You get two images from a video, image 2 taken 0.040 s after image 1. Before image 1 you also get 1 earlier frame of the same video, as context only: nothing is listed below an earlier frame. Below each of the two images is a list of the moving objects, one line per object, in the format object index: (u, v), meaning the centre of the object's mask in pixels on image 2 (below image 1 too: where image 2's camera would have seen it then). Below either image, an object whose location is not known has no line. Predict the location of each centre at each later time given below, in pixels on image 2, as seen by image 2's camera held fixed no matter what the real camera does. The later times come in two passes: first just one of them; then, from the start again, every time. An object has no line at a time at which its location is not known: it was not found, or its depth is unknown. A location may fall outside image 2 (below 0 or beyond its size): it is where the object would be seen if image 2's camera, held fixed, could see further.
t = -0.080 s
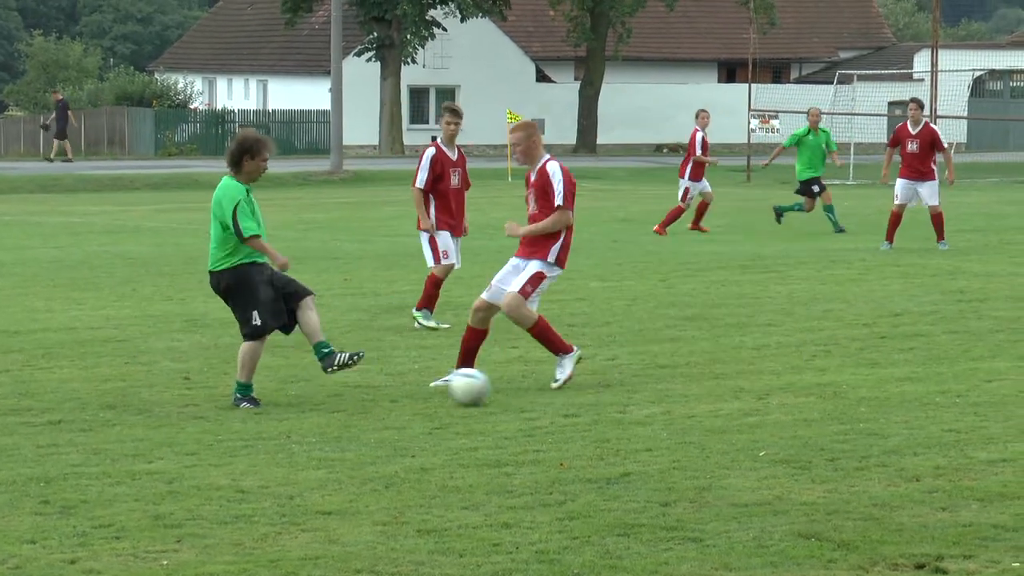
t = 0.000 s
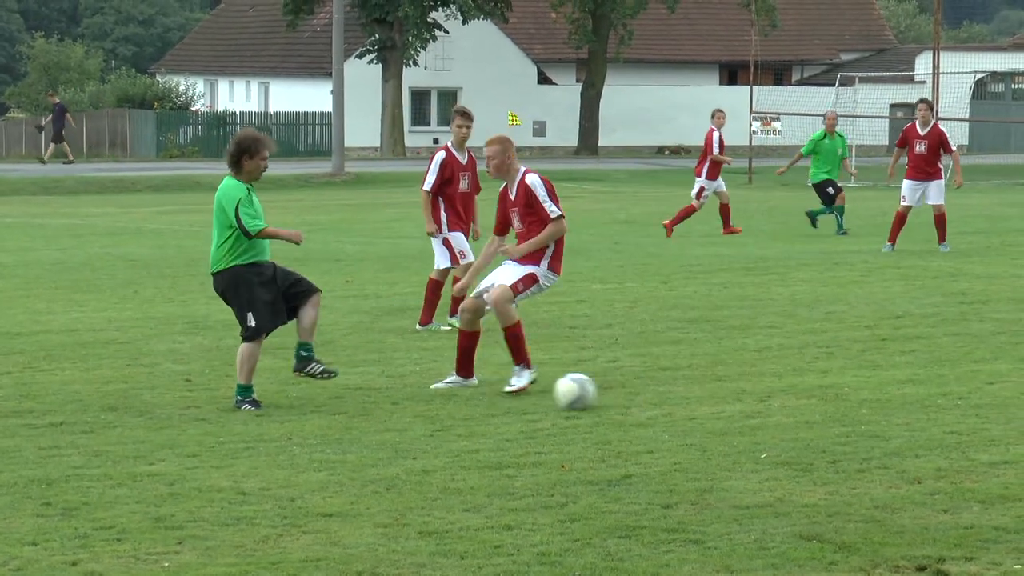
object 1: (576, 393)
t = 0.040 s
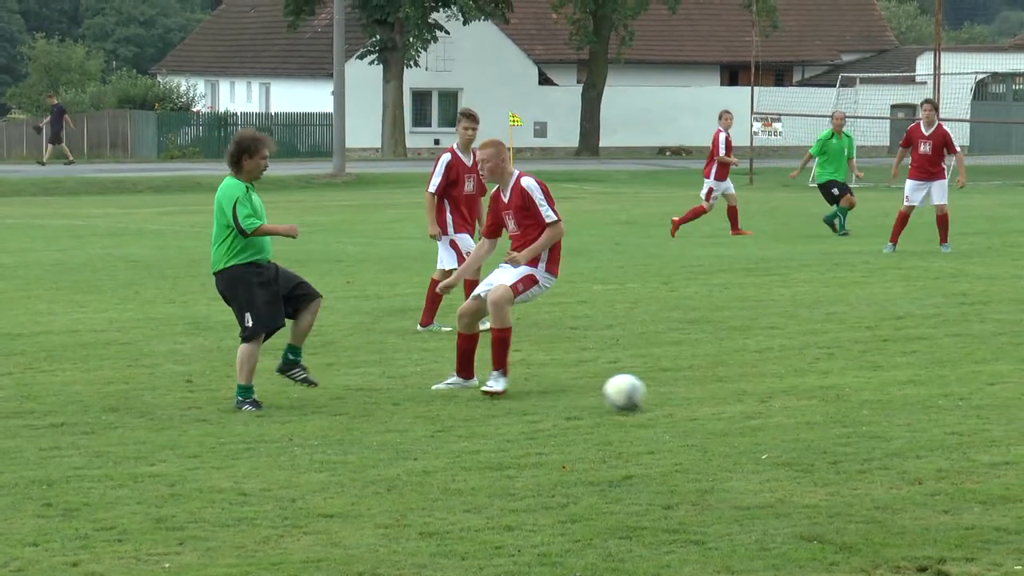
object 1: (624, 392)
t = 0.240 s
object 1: (852, 395)
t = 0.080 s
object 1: (673, 393)
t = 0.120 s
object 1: (721, 395)
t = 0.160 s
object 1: (765, 395)
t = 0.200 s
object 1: (809, 395)
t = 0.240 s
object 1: (852, 395)
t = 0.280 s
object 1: (894, 396)
